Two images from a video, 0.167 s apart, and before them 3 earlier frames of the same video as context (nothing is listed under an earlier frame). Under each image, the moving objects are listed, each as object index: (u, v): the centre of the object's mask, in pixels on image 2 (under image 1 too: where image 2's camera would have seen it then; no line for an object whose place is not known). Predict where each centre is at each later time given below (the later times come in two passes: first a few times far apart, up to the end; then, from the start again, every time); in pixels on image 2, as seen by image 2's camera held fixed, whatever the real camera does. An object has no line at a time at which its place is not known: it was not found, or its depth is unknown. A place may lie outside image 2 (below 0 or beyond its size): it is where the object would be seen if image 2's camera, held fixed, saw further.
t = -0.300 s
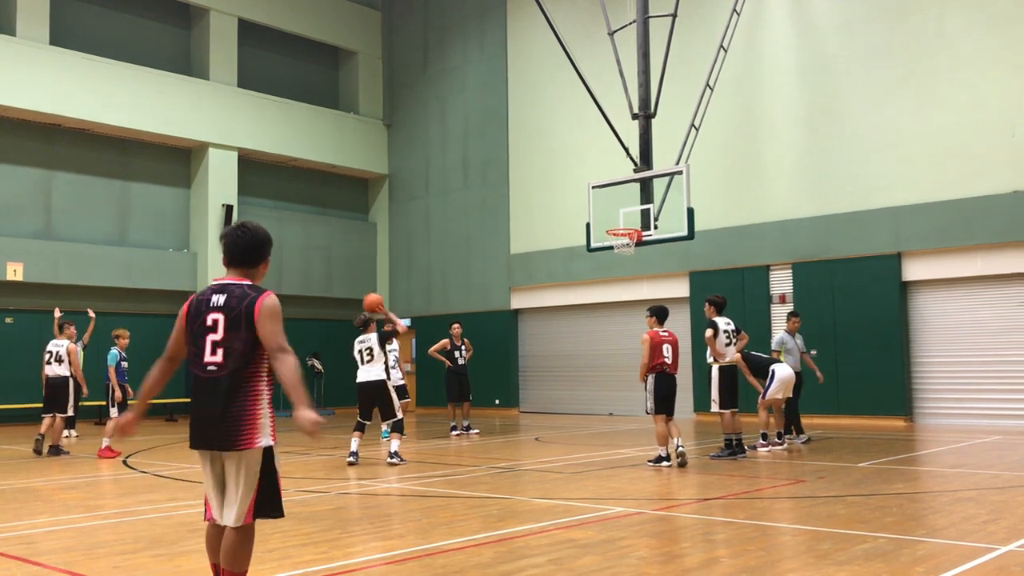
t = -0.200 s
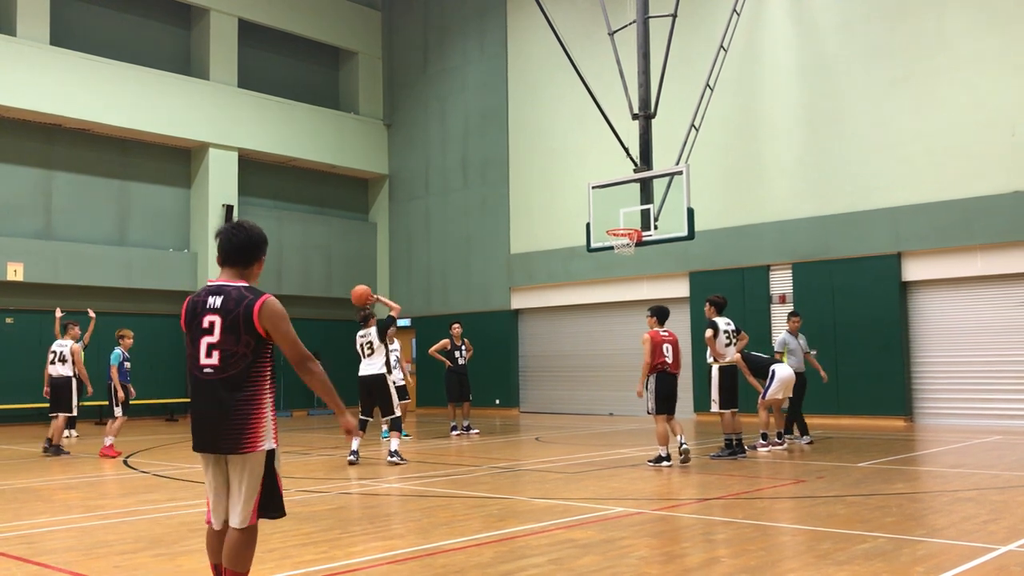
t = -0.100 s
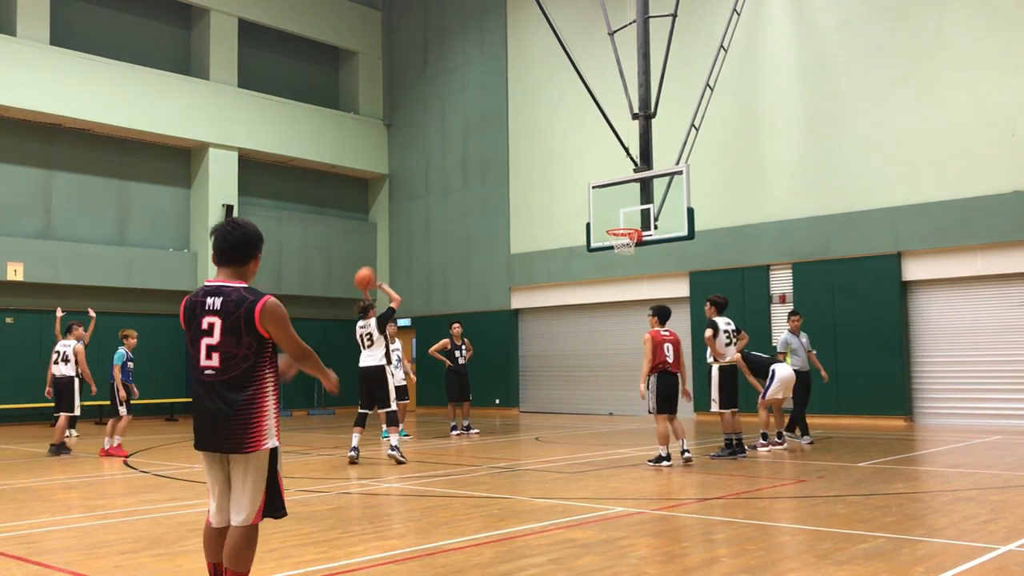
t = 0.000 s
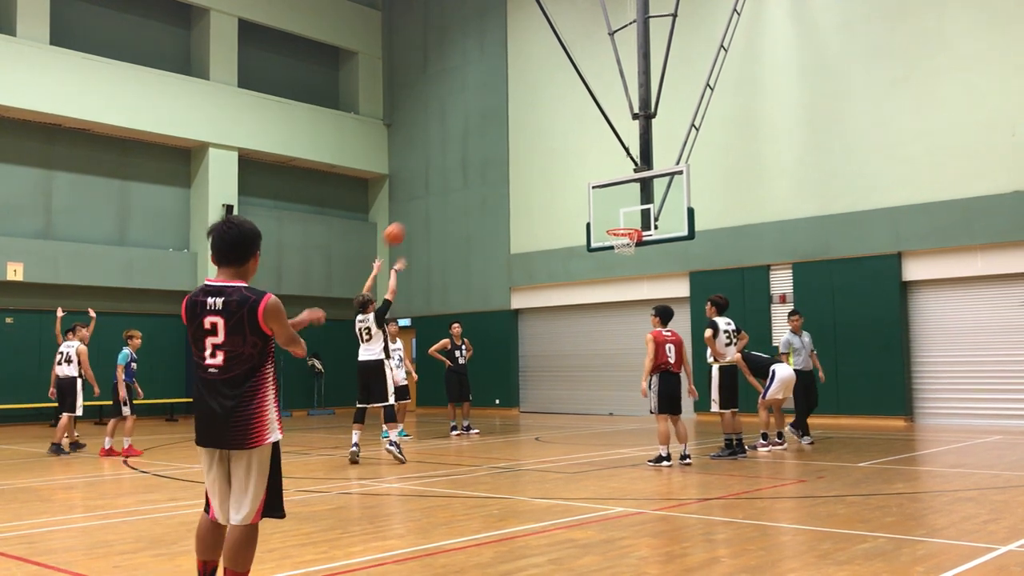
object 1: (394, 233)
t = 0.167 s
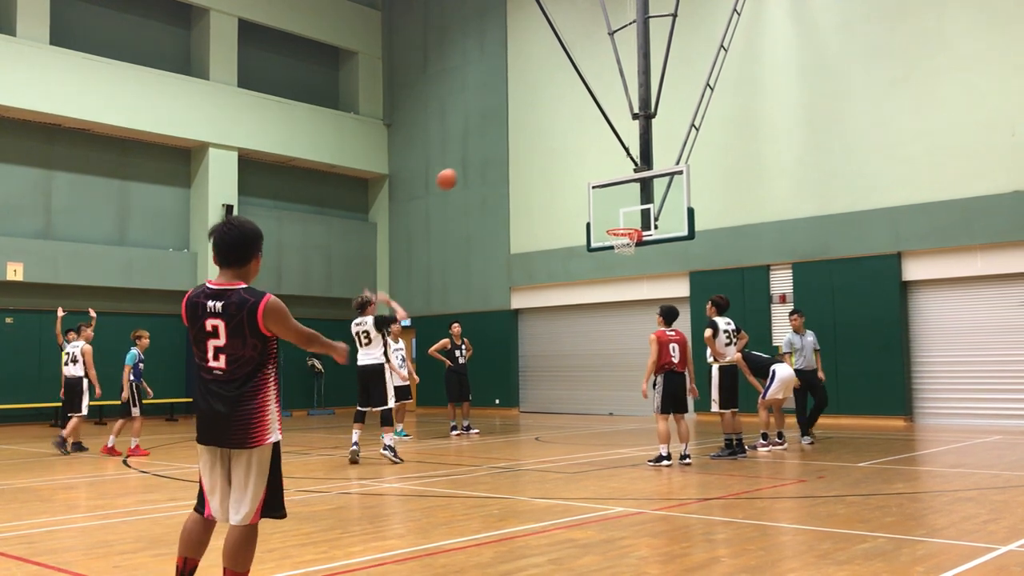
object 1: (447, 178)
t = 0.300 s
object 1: (485, 152)
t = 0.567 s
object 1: (553, 145)
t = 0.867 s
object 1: (618, 190)
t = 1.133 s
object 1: (612, 239)
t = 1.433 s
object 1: (620, 250)
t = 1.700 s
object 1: (640, 294)
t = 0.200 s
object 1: (457, 169)
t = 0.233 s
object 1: (466, 163)
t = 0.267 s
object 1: (476, 157)
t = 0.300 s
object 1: (485, 152)
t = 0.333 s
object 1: (494, 149)
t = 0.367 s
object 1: (503, 146)
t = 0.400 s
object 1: (512, 144)
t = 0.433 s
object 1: (521, 142)
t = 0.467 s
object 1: (529, 142)
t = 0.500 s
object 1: (537, 142)
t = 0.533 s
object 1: (545, 143)
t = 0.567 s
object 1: (553, 145)
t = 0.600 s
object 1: (561, 147)
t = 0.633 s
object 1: (569, 150)
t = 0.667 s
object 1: (576, 154)
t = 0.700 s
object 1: (583, 158)
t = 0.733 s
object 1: (591, 164)
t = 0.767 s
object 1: (598, 169)
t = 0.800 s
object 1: (605, 175)
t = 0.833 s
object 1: (612, 182)
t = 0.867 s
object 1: (618, 190)
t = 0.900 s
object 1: (625, 198)
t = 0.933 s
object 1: (632, 207)
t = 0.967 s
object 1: (637, 216)
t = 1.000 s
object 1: (633, 220)
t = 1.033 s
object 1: (628, 224)
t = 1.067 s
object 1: (624, 230)
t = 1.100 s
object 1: (619, 235)
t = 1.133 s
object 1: (612, 239)
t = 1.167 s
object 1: (609, 239)
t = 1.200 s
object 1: (608, 239)
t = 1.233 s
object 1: (608, 239)
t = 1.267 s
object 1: (609, 240)
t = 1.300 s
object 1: (610, 241)
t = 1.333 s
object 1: (613, 243)
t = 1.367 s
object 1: (615, 245)
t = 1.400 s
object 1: (617, 247)
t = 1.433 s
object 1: (620, 250)
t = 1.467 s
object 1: (622, 253)
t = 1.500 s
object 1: (624, 256)
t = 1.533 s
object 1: (628, 261)
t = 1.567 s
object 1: (630, 266)
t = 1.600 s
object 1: (633, 272)
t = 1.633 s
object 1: (635, 279)
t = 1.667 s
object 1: (638, 286)
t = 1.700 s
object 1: (640, 294)
